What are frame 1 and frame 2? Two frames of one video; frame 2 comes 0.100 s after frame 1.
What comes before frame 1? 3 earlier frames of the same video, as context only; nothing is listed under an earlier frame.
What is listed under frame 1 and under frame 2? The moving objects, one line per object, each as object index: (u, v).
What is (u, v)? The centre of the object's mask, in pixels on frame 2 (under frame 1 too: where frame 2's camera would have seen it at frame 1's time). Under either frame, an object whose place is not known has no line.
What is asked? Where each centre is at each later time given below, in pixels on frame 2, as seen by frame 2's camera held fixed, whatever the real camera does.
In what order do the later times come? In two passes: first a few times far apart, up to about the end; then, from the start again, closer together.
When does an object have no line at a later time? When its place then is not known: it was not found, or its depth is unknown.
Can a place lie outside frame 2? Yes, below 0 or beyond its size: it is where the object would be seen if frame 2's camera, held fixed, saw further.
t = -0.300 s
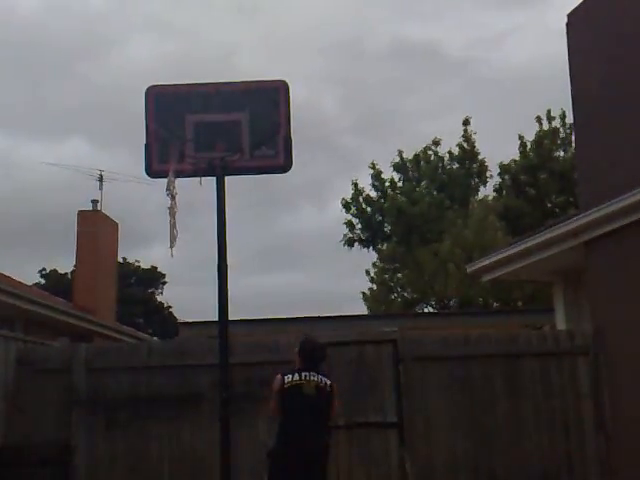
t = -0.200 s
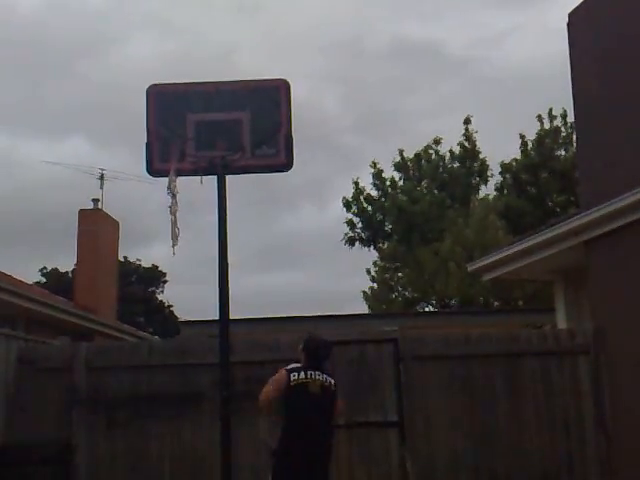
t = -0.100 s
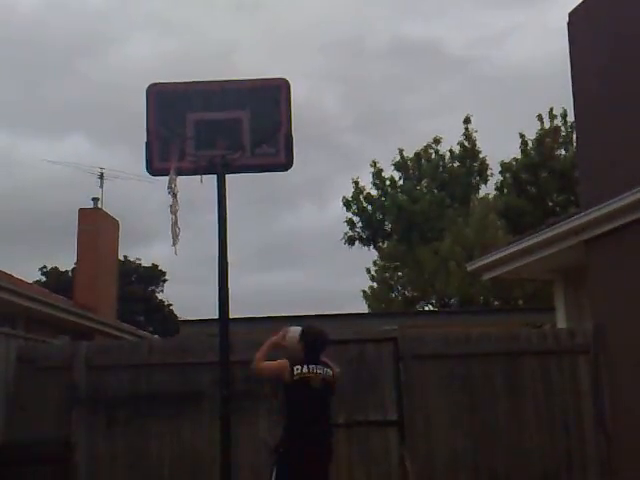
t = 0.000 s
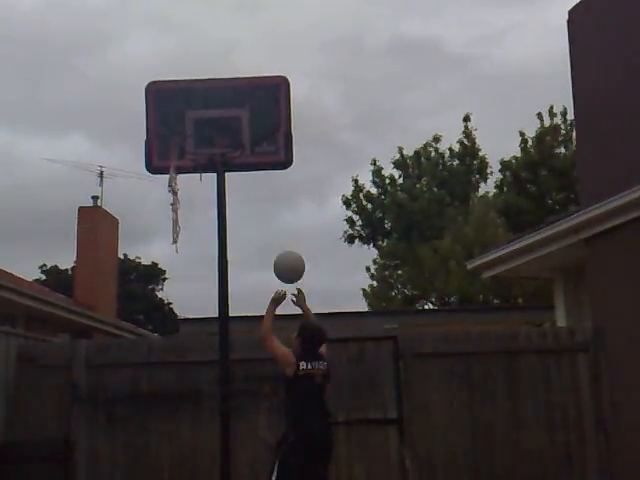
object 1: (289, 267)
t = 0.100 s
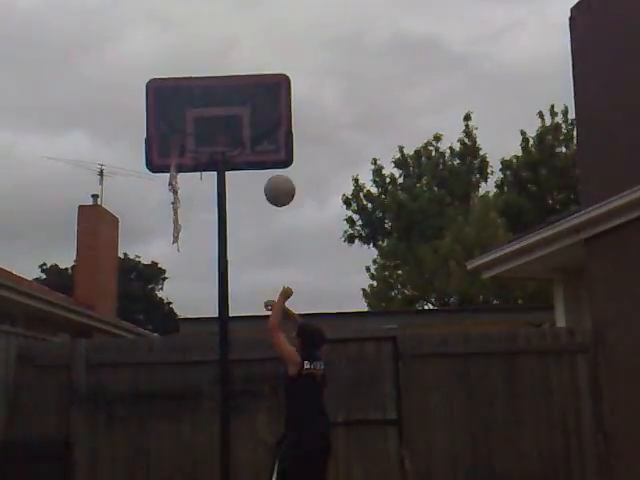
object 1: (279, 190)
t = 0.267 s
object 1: (264, 103)
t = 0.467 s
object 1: (246, 59)
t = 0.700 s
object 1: (227, 69)
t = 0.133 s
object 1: (277, 168)
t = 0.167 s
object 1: (273, 148)
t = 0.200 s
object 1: (270, 129)
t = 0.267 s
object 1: (264, 103)
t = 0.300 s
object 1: (261, 92)
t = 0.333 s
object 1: (258, 81)
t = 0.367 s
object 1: (255, 69)
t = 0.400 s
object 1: (252, 65)
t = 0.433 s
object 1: (249, 61)
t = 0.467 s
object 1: (246, 59)
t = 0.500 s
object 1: (244, 56)
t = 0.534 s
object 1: (241, 56)
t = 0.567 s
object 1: (238, 56)
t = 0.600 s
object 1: (235, 59)
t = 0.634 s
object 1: (232, 63)
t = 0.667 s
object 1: (230, 66)
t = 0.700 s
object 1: (227, 69)
